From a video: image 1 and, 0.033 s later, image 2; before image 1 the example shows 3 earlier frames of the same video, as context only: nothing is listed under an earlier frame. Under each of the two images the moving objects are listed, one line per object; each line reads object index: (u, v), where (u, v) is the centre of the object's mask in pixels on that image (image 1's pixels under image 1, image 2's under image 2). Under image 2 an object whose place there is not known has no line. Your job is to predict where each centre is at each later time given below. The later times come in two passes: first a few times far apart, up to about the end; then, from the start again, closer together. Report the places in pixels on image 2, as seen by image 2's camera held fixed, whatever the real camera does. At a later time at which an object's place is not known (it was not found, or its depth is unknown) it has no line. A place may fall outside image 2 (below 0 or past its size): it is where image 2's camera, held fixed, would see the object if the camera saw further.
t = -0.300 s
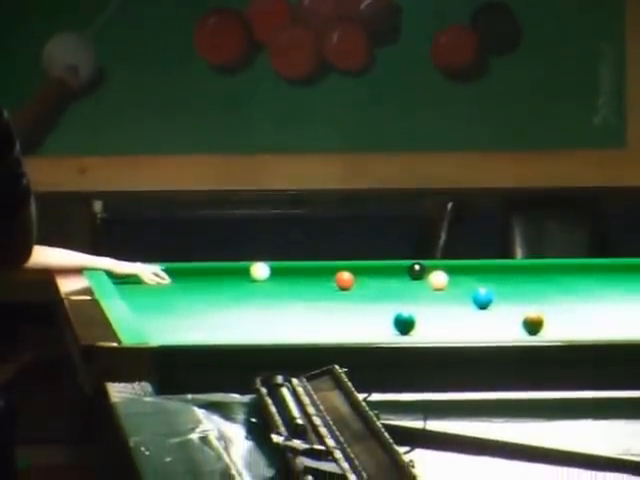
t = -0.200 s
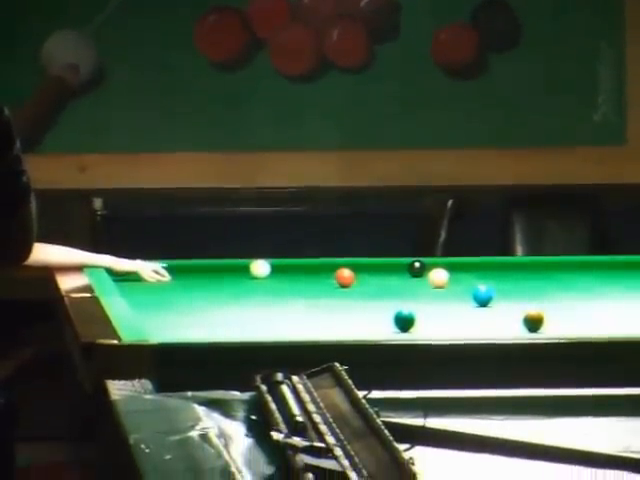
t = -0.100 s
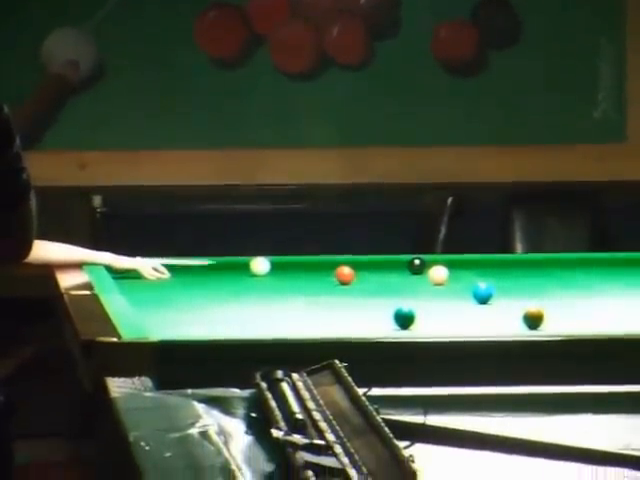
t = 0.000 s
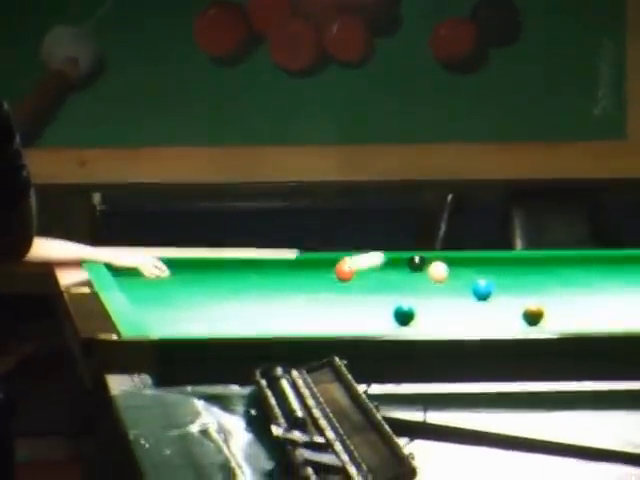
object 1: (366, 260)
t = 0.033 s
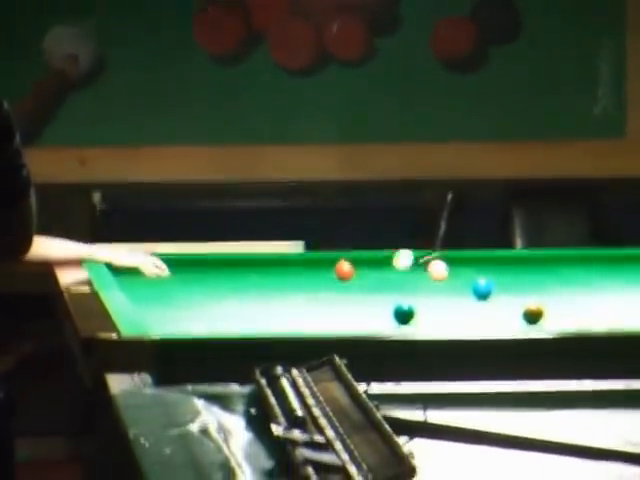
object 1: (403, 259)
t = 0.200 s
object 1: (462, 264)
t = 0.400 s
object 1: (560, 267)
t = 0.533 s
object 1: (631, 268)
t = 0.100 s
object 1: (424, 261)
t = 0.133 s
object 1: (432, 260)
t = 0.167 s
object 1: (450, 262)
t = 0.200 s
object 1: (462, 264)
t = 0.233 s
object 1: (476, 265)
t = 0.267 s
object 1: (492, 265)
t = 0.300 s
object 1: (508, 266)
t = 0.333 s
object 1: (524, 266)
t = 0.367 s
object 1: (542, 267)
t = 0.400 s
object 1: (560, 267)
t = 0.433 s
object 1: (577, 268)
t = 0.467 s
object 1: (594, 268)
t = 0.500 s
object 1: (612, 268)
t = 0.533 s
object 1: (631, 268)
